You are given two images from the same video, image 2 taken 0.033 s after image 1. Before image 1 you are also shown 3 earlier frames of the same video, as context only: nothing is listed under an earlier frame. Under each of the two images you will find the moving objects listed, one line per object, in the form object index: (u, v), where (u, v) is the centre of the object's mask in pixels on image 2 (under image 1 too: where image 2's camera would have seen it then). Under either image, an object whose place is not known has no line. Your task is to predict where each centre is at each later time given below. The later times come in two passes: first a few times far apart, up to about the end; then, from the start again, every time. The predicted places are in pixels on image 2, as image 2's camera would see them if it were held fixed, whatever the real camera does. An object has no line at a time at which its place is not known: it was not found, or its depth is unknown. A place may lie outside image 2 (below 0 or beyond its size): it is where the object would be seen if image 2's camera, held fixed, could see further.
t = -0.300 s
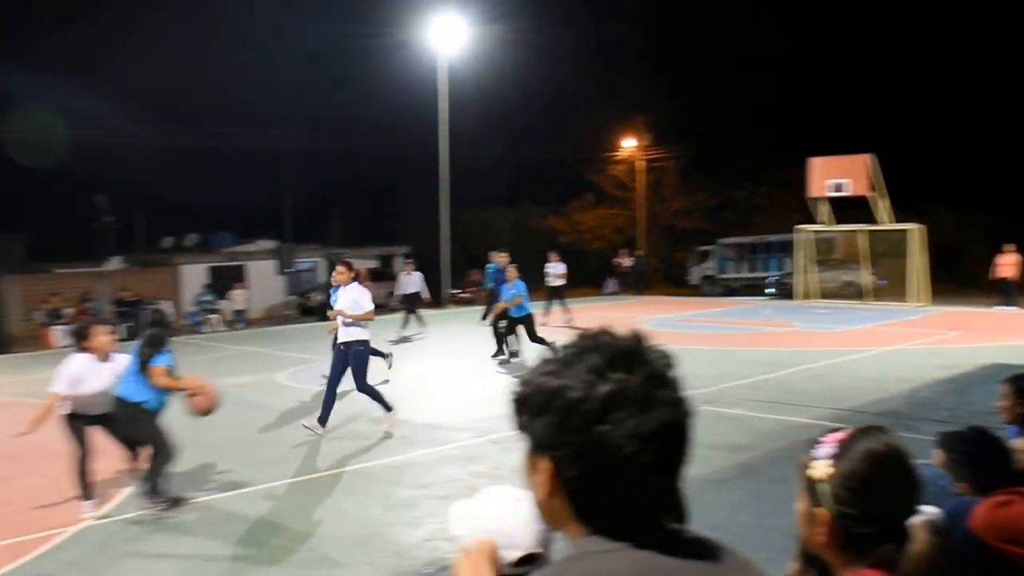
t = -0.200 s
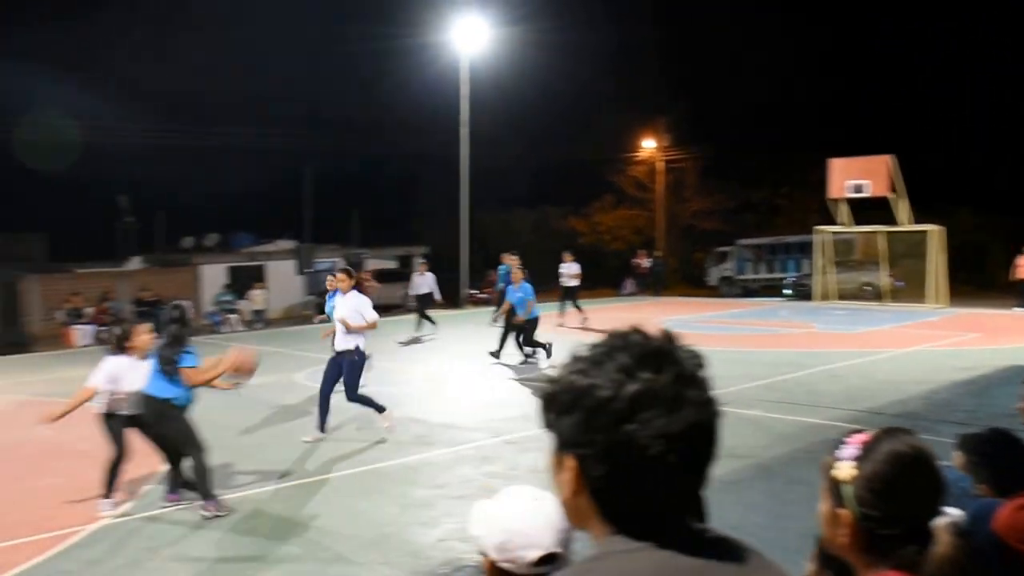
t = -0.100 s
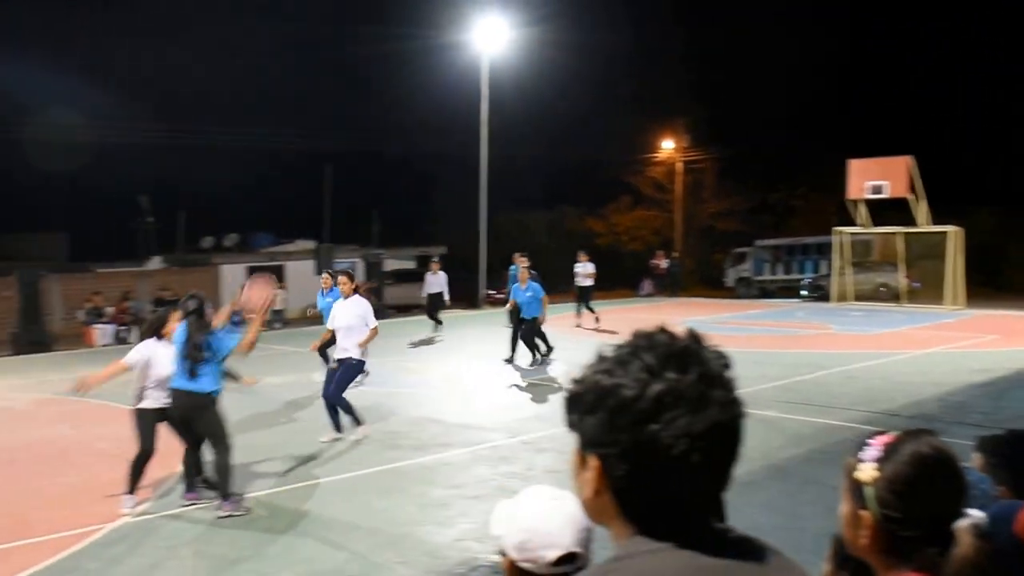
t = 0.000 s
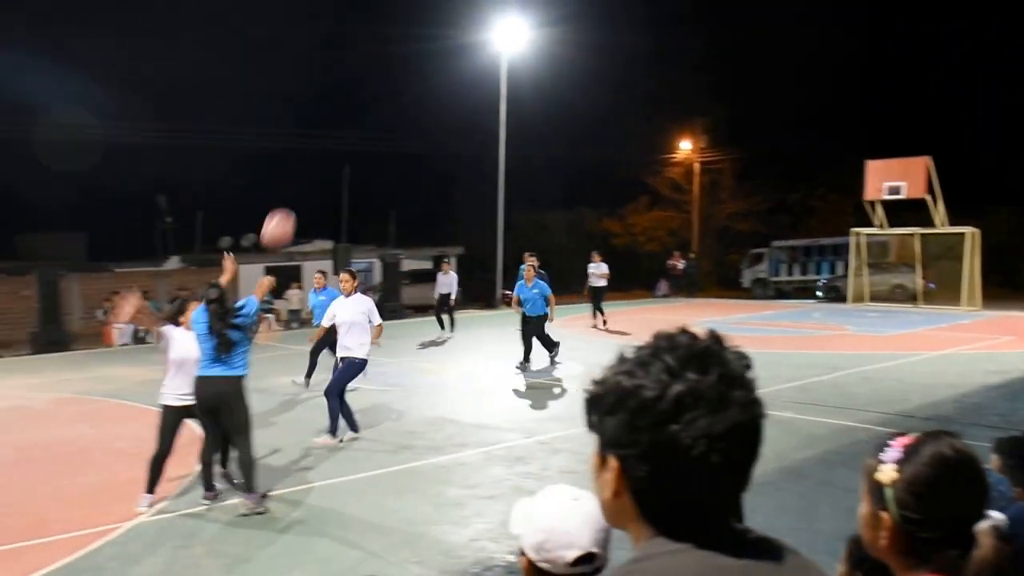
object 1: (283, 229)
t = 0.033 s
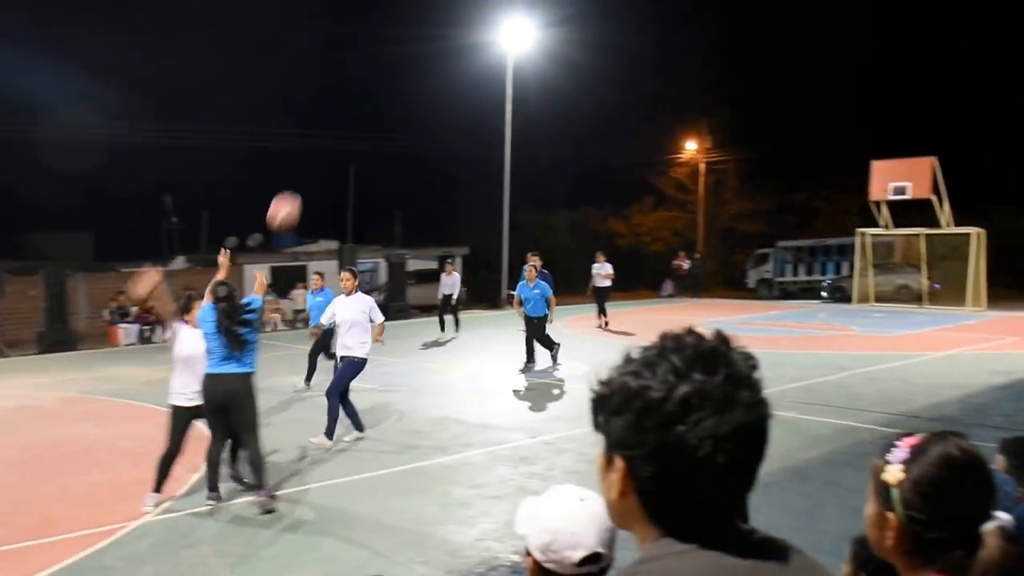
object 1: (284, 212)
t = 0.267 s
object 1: (294, 139)
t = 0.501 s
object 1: (300, 137)
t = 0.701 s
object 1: (303, 173)
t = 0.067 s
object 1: (285, 197)
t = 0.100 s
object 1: (287, 182)
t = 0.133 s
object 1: (289, 171)
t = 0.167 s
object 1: (290, 161)
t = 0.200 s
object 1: (292, 152)
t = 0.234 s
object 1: (293, 145)
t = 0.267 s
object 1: (294, 139)
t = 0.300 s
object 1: (295, 135)
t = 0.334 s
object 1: (296, 133)
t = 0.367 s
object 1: (297, 132)
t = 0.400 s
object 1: (298, 132)
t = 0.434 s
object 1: (298, 132)
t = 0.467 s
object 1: (299, 134)
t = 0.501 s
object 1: (300, 137)
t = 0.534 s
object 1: (301, 141)
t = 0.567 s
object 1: (301, 146)
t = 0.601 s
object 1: (302, 152)
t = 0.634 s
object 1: (302, 158)
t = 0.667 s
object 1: (303, 165)
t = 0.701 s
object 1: (303, 173)
